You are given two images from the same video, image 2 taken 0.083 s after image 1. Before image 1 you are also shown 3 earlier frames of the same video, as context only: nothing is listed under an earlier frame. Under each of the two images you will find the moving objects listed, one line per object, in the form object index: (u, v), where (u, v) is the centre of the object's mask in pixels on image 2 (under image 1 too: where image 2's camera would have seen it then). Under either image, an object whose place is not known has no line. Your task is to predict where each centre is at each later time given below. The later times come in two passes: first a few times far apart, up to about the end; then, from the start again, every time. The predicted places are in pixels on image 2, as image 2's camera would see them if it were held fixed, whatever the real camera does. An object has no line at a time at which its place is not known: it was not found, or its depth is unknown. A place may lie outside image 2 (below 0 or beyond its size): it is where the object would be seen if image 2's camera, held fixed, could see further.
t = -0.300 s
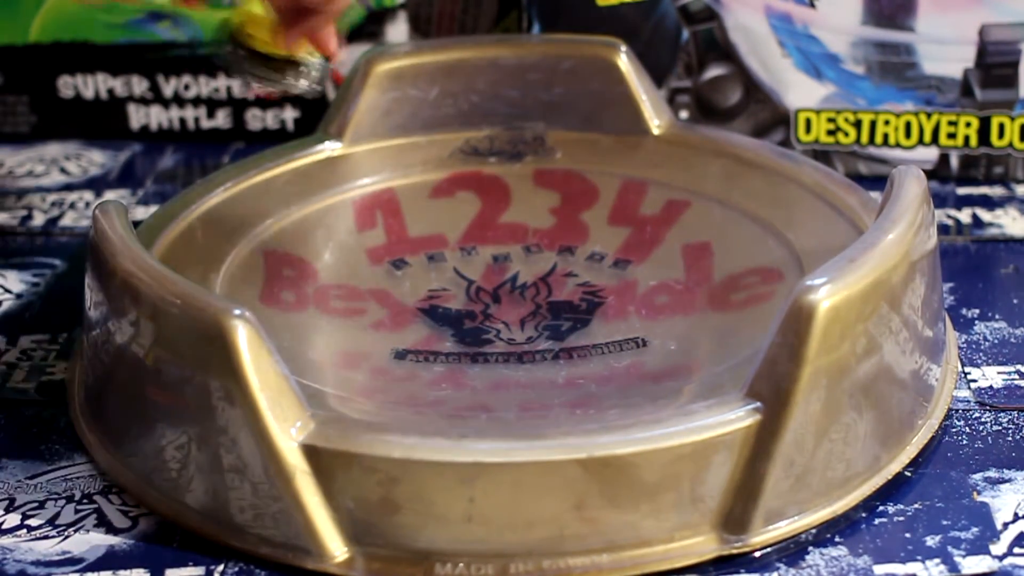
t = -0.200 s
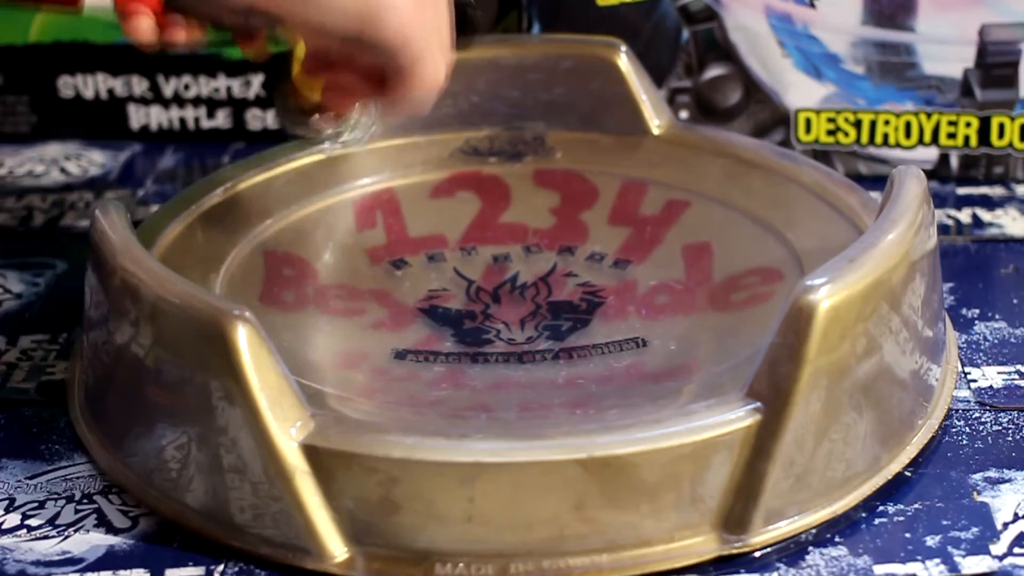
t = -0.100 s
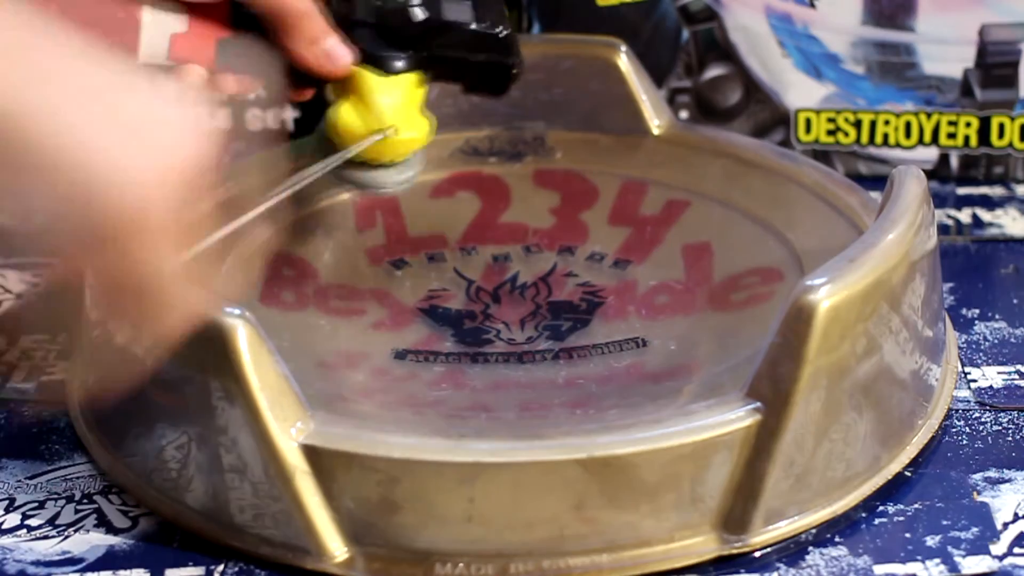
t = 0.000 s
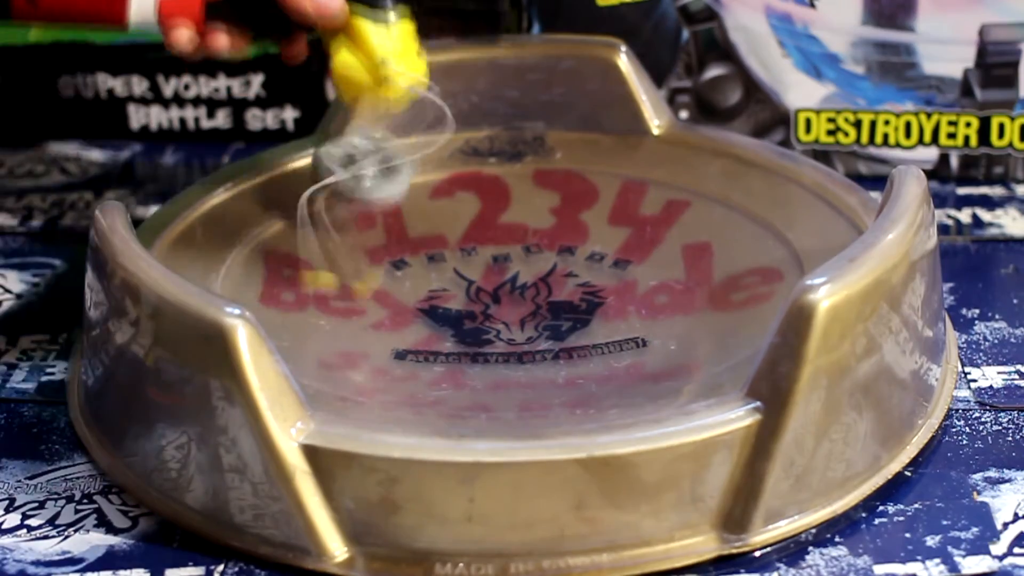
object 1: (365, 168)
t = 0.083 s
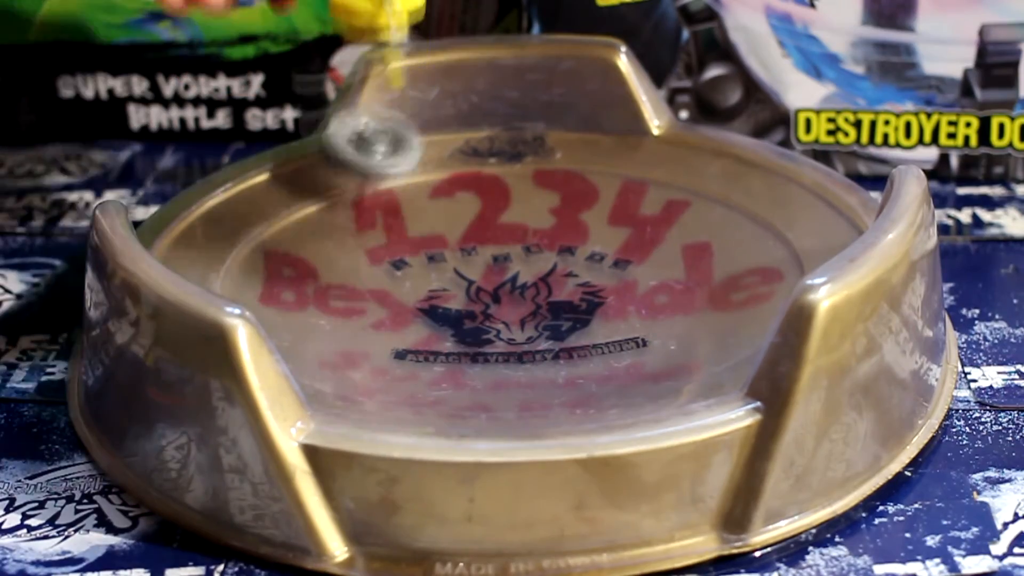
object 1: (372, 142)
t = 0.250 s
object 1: (441, 122)
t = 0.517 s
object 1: (572, 110)
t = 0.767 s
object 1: (571, 203)
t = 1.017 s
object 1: (773, 186)
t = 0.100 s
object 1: (377, 138)
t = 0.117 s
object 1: (379, 136)
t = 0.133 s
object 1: (384, 132)
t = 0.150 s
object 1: (388, 128)
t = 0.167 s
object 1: (392, 123)
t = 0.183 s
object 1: (397, 118)
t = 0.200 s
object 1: (408, 119)
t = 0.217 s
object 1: (420, 122)
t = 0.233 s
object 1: (429, 122)
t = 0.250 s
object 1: (441, 122)
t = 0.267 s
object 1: (451, 121)
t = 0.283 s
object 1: (461, 118)
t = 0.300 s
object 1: (470, 114)
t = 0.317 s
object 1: (479, 111)
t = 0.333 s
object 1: (489, 110)
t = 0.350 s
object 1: (497, 114)
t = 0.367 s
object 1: (505, 117)
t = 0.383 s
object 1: (512, 119)
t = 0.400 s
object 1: (522, 118)
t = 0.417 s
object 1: (530, 118)
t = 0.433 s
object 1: (537, 117)
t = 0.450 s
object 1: (546, 115)
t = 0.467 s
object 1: (553, 113)
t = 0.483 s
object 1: (560, 110)
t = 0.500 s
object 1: (567, 109)
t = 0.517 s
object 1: (572, 110)
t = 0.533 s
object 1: (576, 117)
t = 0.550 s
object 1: (580, 122)
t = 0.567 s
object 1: (583, 125)
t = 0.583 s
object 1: (584, 132)
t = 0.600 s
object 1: (584, 139)
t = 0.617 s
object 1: (584, 143)
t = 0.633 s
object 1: (583, 148)
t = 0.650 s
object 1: (581, 153)
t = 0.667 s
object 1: (580, 158)
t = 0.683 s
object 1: (578, 164)
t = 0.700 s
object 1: (576, 171)
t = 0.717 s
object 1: (574, 179)
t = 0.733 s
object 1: (571, 187)
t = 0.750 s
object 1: (570, 195)
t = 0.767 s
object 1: (571, 203)
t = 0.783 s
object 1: (576, 215)
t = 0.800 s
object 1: (582, 221)
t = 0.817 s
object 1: (590, 228)
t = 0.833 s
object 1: (601, 233)
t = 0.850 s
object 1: (618, 238)
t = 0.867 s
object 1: (633, 242)
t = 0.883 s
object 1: (651, 242)
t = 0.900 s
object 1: (671, 241)
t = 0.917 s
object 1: (690, 239)
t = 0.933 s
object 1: (709, 232)
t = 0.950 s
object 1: (730, 225)
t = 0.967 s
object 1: (748, 219)
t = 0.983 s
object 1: (767, 210)
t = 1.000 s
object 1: (776, 199)
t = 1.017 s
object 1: (773, 186)
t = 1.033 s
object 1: (772, 177)
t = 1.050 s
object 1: (769, 173)
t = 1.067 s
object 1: (765, 174)
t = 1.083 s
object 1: (763, 174)
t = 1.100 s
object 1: (763, 171)
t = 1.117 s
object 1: (764, 170)
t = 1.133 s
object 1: (764, 170)
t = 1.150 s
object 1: (764, 169)
